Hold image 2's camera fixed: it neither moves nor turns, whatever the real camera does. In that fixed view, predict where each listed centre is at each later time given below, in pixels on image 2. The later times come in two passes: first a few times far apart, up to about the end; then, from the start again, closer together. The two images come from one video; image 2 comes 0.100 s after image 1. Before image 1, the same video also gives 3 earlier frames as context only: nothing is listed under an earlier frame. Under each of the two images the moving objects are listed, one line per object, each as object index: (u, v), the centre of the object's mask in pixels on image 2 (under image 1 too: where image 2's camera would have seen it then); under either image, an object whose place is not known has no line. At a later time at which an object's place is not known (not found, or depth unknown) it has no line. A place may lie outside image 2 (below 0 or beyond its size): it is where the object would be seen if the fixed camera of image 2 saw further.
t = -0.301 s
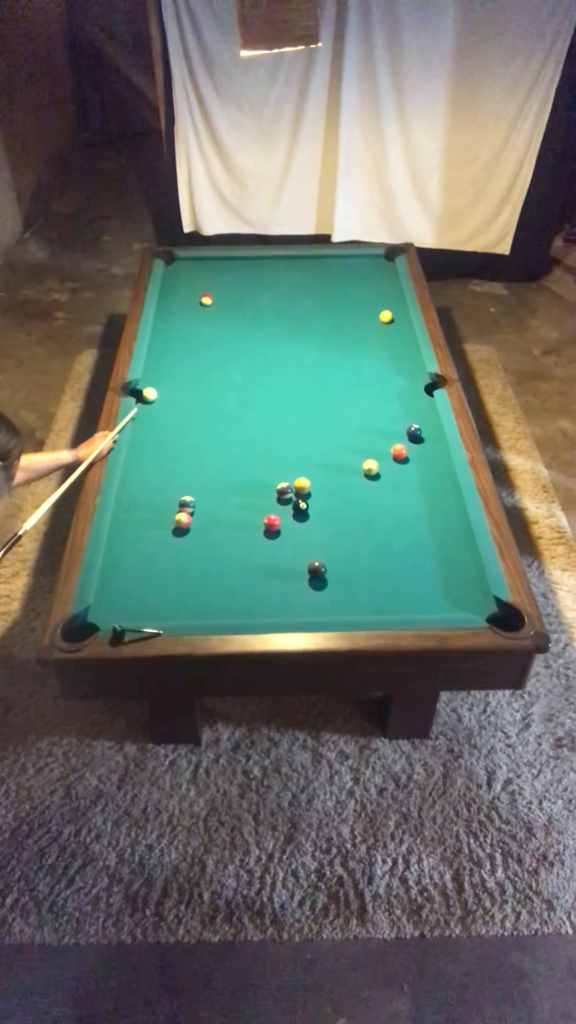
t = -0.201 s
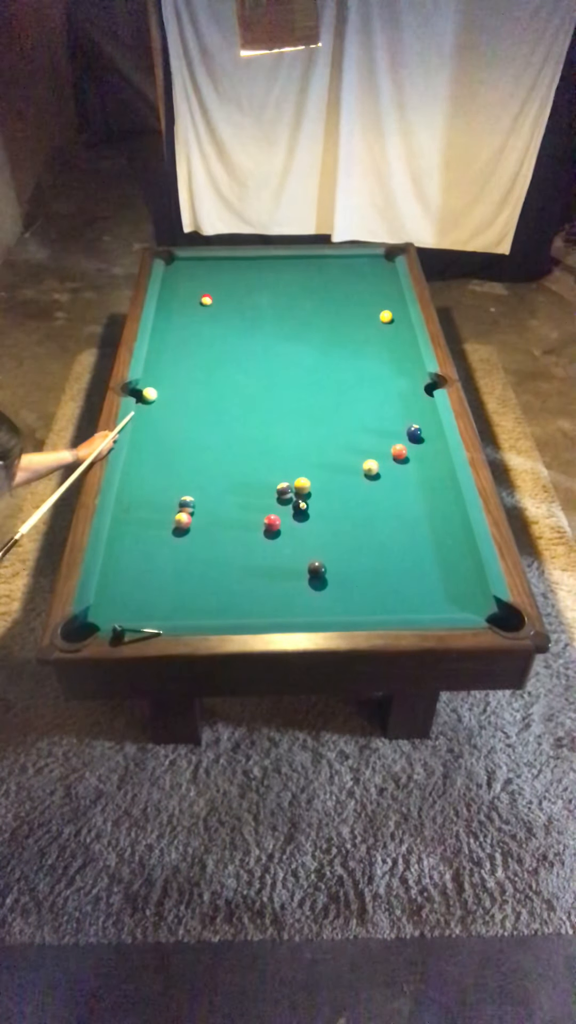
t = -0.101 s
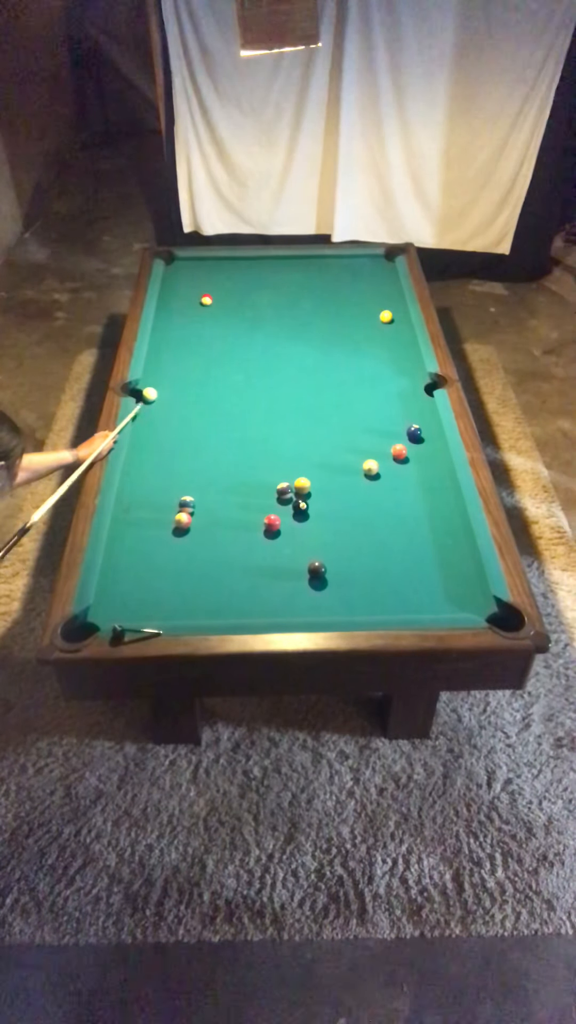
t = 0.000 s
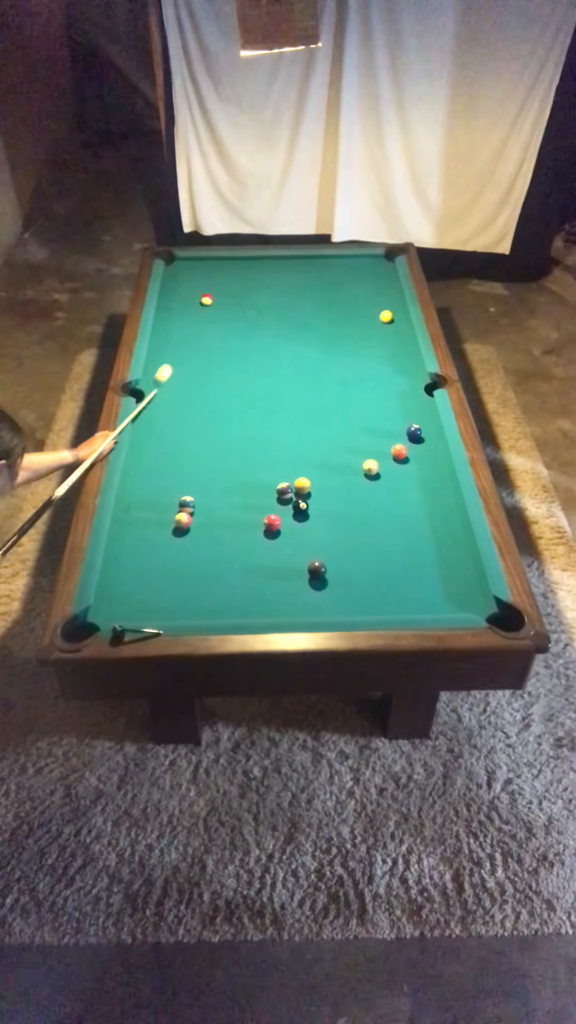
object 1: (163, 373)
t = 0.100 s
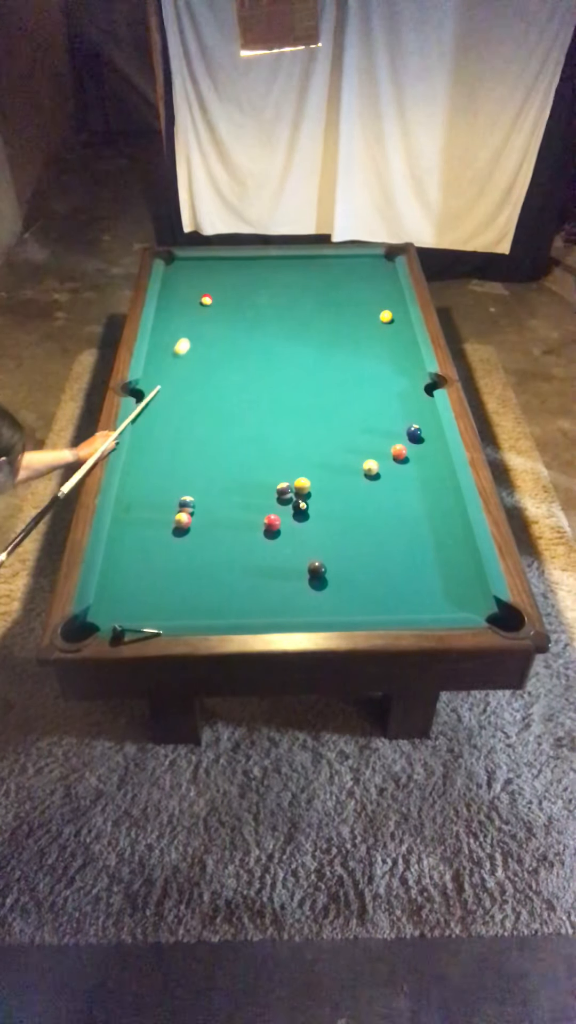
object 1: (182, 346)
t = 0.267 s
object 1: (205, 313)
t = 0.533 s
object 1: (252, 288)
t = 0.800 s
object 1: (296, 269)
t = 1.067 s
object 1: (335, 259)
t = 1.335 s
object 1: (369, 268)
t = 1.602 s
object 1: (388, 277)
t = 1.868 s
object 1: (376, 287)
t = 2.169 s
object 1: (363, 299)
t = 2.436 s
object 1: (352, 308)
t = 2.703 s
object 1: (343, 318)
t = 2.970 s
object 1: (334, 326)
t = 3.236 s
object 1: (327, 334)
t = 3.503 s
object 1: (322, 342)
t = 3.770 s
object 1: (318, 349)
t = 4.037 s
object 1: (315, 355)
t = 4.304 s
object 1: (312, 360)
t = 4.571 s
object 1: (310, 365)
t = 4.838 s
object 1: (309, 369)
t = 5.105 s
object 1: (307, 372)
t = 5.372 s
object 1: (306, 374)
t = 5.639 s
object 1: (306, 375)
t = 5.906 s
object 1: (306, 375)
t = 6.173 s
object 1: (306, 375)
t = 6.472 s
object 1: (306, 375)
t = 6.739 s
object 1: (306, 375)
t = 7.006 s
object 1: (306, 375)
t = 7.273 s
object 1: (306, 375)
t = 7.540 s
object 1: (306, 375)
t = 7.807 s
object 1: (306, 375)
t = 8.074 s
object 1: (306, 375)
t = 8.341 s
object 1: (306, 375)
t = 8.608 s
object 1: (306, 375)
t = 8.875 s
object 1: (306, 375)
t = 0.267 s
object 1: (205, 313)
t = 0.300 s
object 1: (210, 307)
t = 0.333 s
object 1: (215, 303)
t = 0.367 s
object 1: (221, 301)
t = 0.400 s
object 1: (228, 298)
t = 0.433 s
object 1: (234, 296)
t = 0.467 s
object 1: (240, 293)
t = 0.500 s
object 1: (246, 291)
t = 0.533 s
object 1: (252, 288)
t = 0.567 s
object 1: (257, 286)
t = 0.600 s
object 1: (263, 283)
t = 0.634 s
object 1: (269, 281)
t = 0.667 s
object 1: (274, 278)
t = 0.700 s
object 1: (280, 276)
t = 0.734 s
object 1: (285, 274)
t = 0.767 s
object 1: (291, 272)
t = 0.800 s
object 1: (296, 269)
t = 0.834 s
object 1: (301, 267)
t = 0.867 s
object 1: (306, 265)
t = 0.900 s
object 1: (312, 263)
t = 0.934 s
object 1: (316, 261)
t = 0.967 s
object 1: (322, 259)
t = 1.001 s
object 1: (326, 257)
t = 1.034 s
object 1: (331, 258)
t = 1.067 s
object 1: (335, 259)
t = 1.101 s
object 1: (340, 261)
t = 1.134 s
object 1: (344, 262)
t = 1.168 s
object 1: (348, 262)
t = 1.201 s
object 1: (352, 263)
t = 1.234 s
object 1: (356, 264)
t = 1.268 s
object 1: (361, 266)
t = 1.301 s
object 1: (365, 267)
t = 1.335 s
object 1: (369, 268)
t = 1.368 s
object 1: (374, 269)
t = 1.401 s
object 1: (378, 270)
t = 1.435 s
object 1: (382, 271)
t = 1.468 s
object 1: (386, 272)
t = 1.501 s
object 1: (390, 273)
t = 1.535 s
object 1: (392, 274)
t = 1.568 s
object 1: (390, 275)
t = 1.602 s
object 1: (388, 277)
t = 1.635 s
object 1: (387, 278)
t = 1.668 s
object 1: (385, 279)
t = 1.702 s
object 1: (384, 281)
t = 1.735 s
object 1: (382, 282)
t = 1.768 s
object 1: (381, 283)
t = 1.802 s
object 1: (379, 285)
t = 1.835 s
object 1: (377, 286)
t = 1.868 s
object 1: (376, 287)
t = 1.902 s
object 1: (374, 289)
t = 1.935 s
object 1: (373, 290)
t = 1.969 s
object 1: (371, 291)
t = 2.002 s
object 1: (370, 292)
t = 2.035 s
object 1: (369, 294)
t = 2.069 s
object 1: (367, 295)
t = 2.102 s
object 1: (366, 296)
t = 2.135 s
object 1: (364, 297)
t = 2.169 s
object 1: (363, 299)
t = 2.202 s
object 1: (362, 300)
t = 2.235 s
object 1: (360, 301)
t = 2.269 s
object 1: (359, 302)
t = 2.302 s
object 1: (358, 303)
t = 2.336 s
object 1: (356, 305)
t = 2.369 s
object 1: (355, 306)
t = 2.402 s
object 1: (354, 307)
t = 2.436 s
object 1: (352, 308)
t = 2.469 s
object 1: (351, 310)
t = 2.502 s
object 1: (350, 311)
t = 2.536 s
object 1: (349, 312)
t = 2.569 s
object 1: (347, 313)
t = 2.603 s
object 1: (346, 314)
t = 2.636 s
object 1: (345, 315)
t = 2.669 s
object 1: (344, 316)
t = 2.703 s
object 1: (343, 318)
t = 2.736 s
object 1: (341, 319)
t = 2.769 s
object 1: (340, 320)
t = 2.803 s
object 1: (339, 321)
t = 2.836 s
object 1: (338, 322)
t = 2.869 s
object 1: (337, 323)
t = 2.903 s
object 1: (336, 324)
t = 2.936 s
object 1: (335, 325)
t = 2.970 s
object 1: (334, 326)
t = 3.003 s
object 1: (333, 327)
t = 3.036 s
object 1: (332, 328)
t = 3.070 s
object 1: (332, 329)
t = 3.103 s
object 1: (331, 330)
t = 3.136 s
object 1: (330, 331)
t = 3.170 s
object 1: (329, 332)
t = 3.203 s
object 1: (328, 333)
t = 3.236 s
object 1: (327, 334)
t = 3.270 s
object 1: (327, 335)
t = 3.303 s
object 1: (326, 336)
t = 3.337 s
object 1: (325, 337)
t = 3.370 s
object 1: (325, 338)
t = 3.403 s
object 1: (324, 339)
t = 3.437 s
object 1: (323, 340)
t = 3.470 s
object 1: (323, 341)
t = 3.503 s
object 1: (322, 342)
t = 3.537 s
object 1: (322, 343)
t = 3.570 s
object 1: (321, 344)
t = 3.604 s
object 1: (321, 344)
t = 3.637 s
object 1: (320, 345)
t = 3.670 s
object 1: (319, 346)
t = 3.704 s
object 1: (319, 347)
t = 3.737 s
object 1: (319, 348)
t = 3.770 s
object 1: (318, 349)
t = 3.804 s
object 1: (318, 349)
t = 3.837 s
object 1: (317, 350)
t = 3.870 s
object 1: (317, 351)
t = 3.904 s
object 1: (316, 352)
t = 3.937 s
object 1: (316, 353)
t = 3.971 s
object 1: (315, 353)
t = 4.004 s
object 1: (315, 354)
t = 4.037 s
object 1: (315, 355)
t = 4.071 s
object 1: (314, 356)
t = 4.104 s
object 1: (314, 356)
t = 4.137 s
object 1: (314, 357)
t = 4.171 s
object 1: (313, 358)
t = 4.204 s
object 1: (313, 358)
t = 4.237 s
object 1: (313, 359)
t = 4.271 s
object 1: (313, 360)
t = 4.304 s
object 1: (312, 360)
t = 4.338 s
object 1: (312, 361)
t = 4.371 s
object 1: (312, 362)
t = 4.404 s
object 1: (311, 362)
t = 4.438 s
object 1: (311, 363)
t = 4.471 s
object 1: (311, 364)
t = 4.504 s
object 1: (311, 364)
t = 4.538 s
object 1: (310, 365)
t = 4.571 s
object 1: (310, 365)
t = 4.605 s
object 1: (310, 366)
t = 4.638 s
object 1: (310, 366)
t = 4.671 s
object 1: (309, 367)
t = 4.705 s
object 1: (309, 367)
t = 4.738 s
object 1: (309, 368)
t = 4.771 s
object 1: (309, 368)
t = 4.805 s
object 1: (309, 368)
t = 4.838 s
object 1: (309, 369)
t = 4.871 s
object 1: (308, 369)
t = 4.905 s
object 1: (308, 370)
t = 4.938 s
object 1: (308, 370)
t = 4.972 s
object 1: (308, 371)
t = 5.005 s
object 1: (308, 371)
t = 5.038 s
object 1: (308, 371)
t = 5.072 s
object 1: (307, 371)
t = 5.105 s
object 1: (307, 372)
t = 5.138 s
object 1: (307, 372)
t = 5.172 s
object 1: (307, 372)
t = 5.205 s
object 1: (307, 373)
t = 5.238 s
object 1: (307, 373)
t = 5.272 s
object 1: (306, 373)
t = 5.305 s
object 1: (306, 373)
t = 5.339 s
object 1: (306, 374)
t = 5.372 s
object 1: (306, 374)
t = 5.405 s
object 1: (306, 374)
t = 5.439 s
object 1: (306, 374)
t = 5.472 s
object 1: (306, 374)
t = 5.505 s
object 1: (306, 374)
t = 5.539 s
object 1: (306, 374)
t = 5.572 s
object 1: (306, 375)
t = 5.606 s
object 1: (306, 375)
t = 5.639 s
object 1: (306, 375)
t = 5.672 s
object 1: (306, 375)
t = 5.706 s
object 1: (306, 375)
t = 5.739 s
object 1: (306, 375)
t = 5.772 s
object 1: (306, 375)
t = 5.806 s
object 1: (306, 375)
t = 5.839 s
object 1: (306, 375)
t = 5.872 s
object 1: (306, 375)
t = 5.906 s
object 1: (306, 375)
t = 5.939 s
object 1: (306, 375)
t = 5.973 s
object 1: (306, 375)
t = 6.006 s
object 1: (306, 375)
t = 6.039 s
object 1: (306, 375)
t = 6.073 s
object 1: (306, 375)
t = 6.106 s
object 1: (306, 375)
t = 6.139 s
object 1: (306, 375)
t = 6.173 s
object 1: (306, 375)
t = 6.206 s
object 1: (306, 375)
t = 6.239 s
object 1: (306, 375)
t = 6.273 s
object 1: (306, 375)
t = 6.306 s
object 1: (306, 375)
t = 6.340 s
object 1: (306, 375)
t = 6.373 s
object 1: (306, 375)
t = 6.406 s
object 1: (306, 375)
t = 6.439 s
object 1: (306, 375)
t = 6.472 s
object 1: (306, 375)
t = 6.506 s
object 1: (306, 375)
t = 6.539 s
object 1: (306, 375)
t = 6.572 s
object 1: (306, 375)
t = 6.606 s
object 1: (306, 375)
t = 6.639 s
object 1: (306, 375)
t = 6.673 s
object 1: (306, 375)
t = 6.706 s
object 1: (306, 375)
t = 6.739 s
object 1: (306, 375)
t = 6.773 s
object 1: (306, 375)
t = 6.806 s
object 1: (306, 375)
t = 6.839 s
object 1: (306, 375)
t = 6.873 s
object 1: (306, 375)
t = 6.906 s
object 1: (306, 375)
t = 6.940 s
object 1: (306, 375)
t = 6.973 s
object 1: (306, 375)
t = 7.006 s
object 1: (306, 375)
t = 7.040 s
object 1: (306, 375)
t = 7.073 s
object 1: (306, 375)
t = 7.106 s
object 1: (306, 375)
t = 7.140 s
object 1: (306, 375)
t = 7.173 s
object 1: (306, 375)
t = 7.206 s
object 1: (306, 375)
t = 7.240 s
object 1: (306, 375)
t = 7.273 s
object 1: (306, 375)
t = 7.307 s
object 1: (306, 375)
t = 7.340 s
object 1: (306, 375)
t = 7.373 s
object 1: (306, 375)
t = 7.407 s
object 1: (306, 375)
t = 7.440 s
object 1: (306, 375)
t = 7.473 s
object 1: (306, 375)
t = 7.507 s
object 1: (306, 375)
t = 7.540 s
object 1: (306, 375)
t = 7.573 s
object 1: (306, 375)
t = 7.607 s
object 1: (306, 375)
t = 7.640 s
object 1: (306, 375)
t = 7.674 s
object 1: (306, 375)
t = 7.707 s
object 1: (306, 375)
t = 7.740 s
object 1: (306, 375)
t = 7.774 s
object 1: (306, 375)
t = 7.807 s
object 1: (306, 375)
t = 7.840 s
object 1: (306, 375)
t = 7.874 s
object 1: (306, 375)
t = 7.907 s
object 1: (306, 375)
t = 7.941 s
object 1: (306, 375)
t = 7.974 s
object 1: (306, 375)
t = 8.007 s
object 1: (306, 375)
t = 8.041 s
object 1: (306, 375)
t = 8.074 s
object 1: (306, 375)
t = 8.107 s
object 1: (306, 375)
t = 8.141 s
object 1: (306, 375)
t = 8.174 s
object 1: (306, 375)
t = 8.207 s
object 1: (306, 375)
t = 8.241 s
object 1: (306, 375)
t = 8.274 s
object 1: (306, 375)
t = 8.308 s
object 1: (306, 375)
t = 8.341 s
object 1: (306, 375)
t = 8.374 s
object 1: (306, 375)
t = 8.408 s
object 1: (306, 375)
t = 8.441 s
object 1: (306, 375)
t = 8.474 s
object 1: (306, 375)
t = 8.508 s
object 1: (306, 375)
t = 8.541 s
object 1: (306, 375)
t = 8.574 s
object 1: (306, 375)
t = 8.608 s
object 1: (306, 375)
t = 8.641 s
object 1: (306, 375)
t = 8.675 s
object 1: (306, 375)
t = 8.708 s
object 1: (306, 375)
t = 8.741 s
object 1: (306, 375)
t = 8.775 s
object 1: (306, 375)
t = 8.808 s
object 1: (306, 375)
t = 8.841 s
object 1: (306, 375)
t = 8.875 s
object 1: (306, 375)
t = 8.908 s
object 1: (306, 375)
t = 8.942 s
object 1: (306, 375)
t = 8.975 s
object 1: (306, 375)
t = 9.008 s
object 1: (306, 375)
